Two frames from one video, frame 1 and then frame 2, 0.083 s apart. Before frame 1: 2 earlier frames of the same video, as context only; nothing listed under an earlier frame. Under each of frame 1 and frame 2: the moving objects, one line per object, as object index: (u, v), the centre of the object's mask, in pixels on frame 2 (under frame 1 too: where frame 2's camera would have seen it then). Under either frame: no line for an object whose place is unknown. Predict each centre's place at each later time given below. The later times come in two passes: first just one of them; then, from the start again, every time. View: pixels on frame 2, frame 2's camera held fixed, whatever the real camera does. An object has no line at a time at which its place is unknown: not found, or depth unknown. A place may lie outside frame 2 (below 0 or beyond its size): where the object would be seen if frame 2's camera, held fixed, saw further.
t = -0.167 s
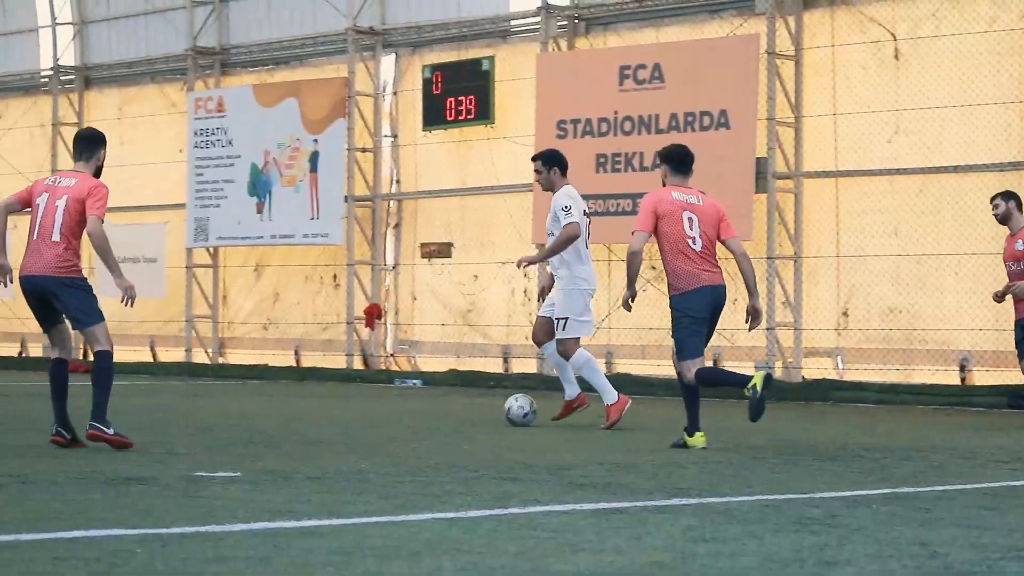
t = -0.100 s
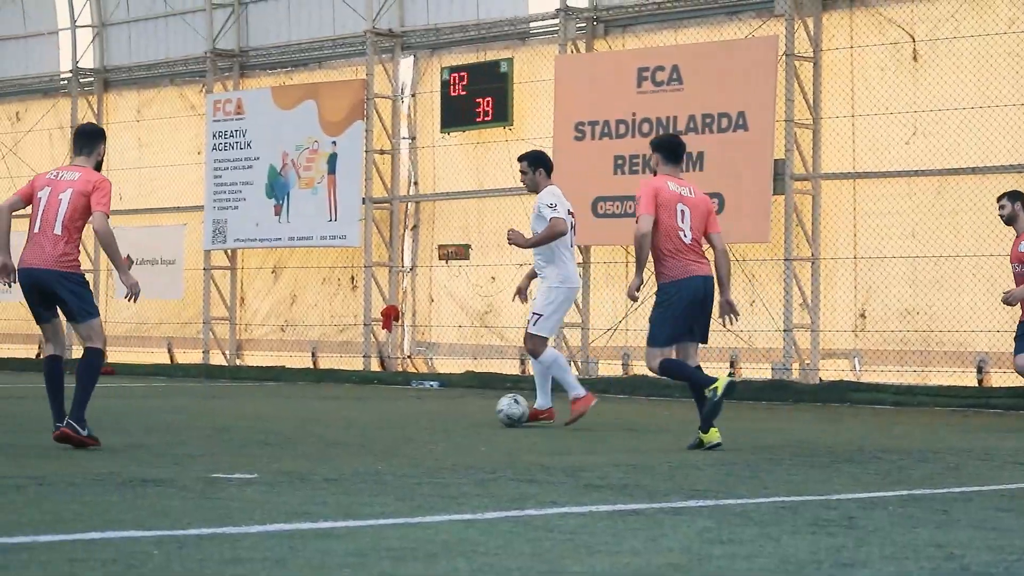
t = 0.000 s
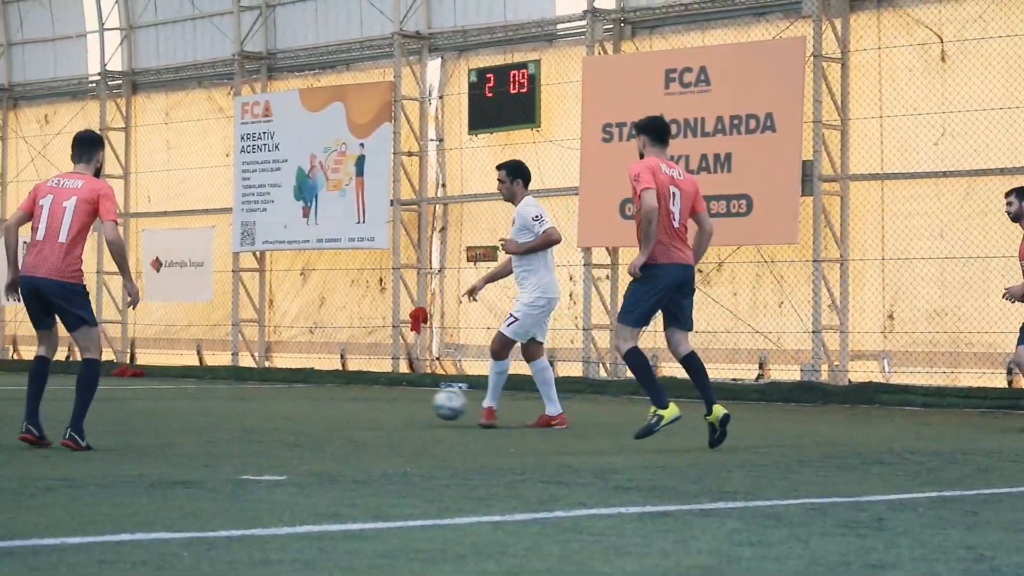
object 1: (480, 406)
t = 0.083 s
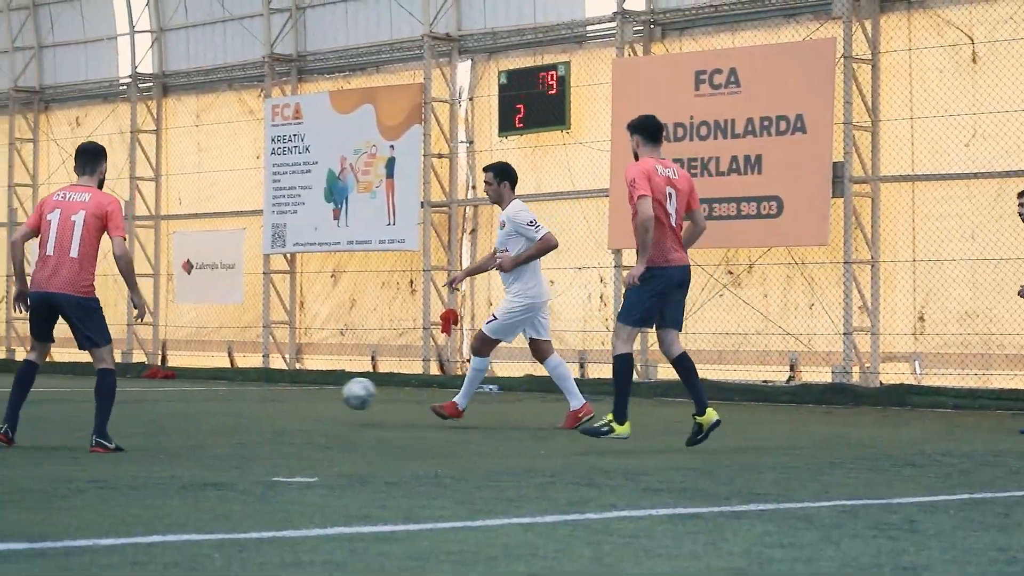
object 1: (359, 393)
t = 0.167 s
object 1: (241, 392)
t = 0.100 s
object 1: (336, 392)
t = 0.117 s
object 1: (312, 391)
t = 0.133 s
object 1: (288, 391)
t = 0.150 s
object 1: (265, 391)
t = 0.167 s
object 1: (241, 392)
